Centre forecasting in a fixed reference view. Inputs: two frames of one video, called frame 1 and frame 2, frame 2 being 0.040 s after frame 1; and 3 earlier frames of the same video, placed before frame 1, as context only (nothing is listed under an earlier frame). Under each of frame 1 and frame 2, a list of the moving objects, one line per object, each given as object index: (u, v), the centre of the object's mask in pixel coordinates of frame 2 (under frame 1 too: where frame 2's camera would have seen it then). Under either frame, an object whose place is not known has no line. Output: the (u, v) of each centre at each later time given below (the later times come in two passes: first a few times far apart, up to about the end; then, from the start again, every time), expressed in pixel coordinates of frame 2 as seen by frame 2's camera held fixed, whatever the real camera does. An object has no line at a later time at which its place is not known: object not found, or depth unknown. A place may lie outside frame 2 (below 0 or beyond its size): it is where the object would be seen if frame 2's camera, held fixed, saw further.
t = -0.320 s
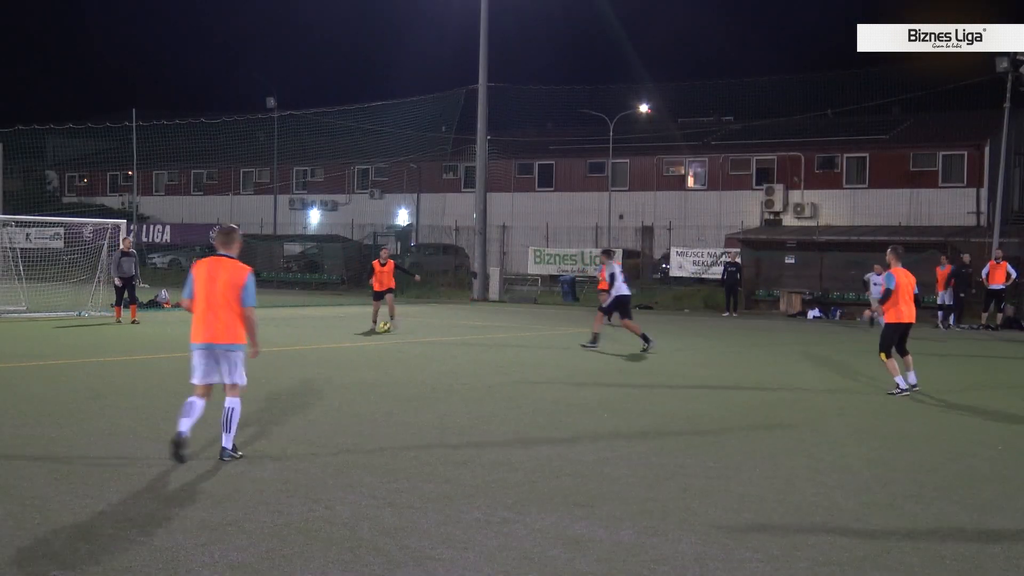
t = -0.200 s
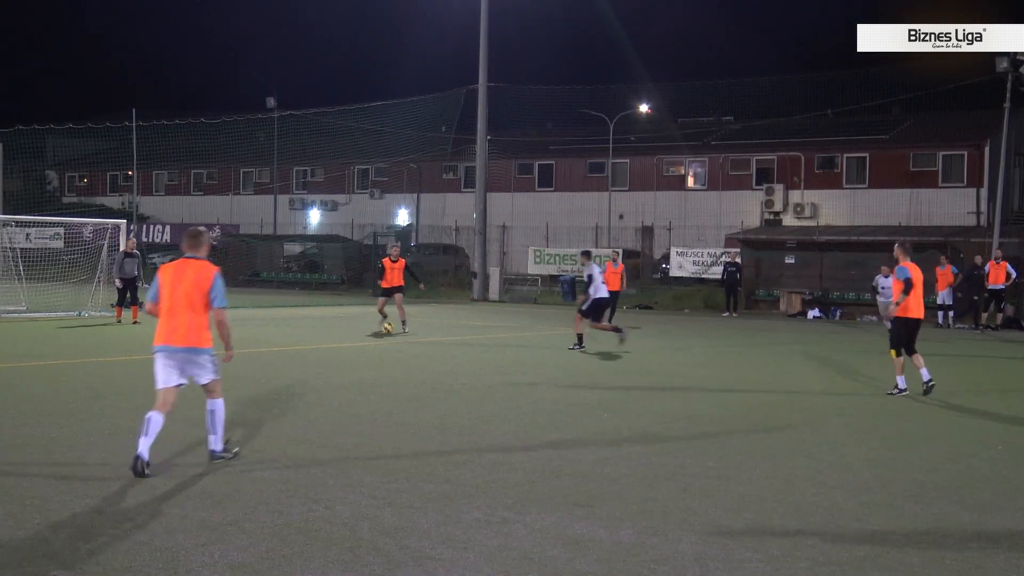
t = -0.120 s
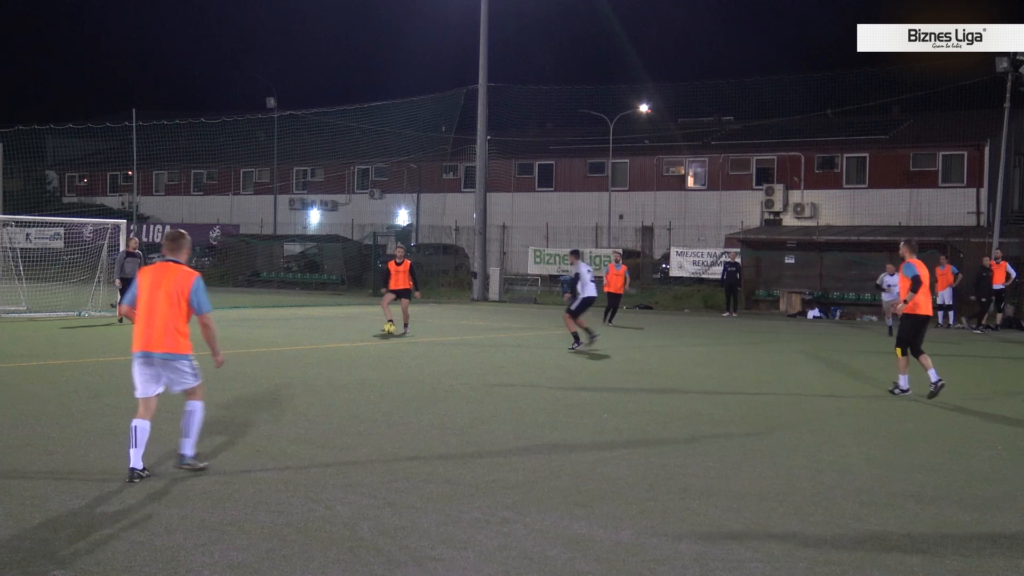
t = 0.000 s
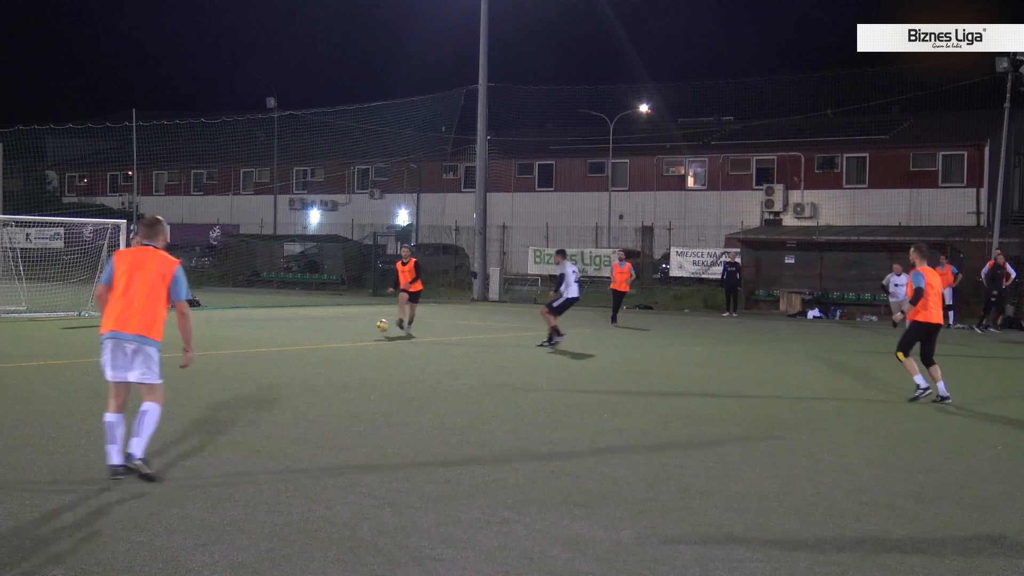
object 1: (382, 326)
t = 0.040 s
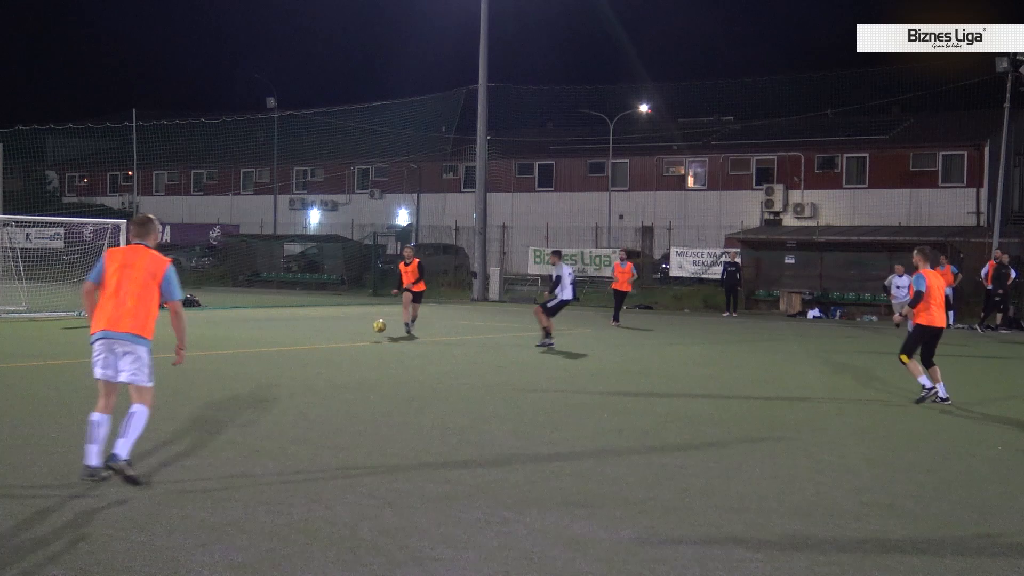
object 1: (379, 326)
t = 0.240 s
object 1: (363, 345)
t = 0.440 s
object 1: (347, 352)
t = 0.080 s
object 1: (376, 328)
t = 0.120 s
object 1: (374, 331)
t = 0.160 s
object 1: (370, 336)
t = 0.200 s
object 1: (367, 341)
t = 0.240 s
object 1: (363, 345)
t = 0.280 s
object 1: (360, 344)
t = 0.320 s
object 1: (357, 343)
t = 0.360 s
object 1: (354, 345)
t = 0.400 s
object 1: (351, 347)
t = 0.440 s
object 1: (347, 352)
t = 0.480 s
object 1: (346, 358)
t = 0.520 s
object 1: (348, 362)
